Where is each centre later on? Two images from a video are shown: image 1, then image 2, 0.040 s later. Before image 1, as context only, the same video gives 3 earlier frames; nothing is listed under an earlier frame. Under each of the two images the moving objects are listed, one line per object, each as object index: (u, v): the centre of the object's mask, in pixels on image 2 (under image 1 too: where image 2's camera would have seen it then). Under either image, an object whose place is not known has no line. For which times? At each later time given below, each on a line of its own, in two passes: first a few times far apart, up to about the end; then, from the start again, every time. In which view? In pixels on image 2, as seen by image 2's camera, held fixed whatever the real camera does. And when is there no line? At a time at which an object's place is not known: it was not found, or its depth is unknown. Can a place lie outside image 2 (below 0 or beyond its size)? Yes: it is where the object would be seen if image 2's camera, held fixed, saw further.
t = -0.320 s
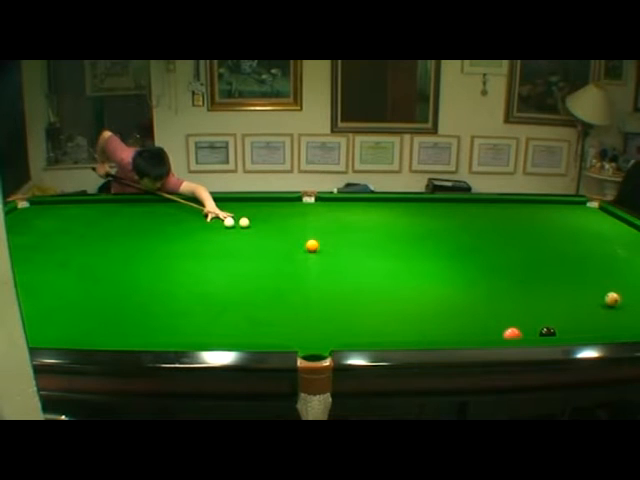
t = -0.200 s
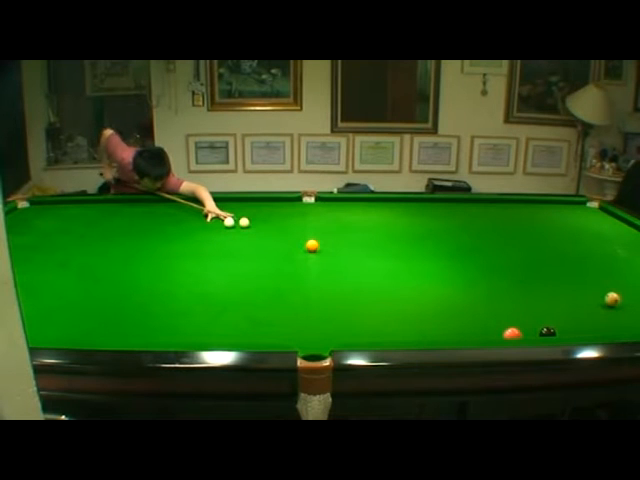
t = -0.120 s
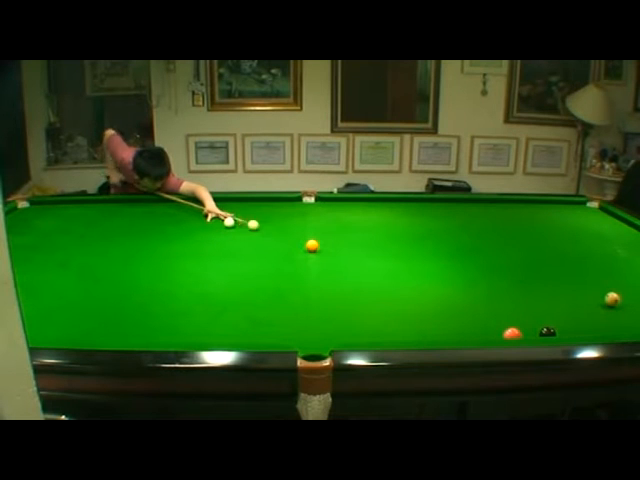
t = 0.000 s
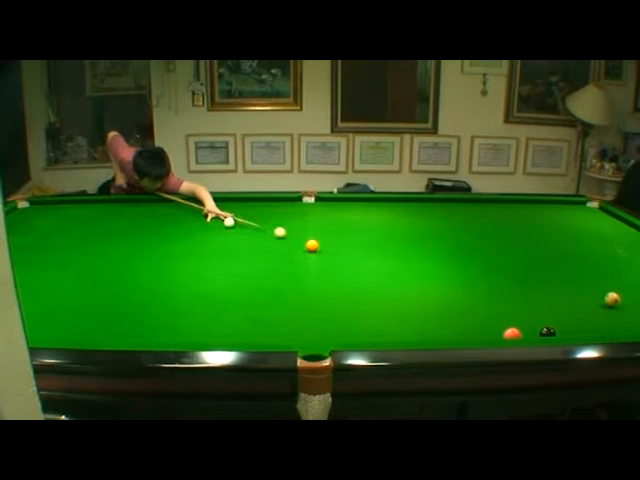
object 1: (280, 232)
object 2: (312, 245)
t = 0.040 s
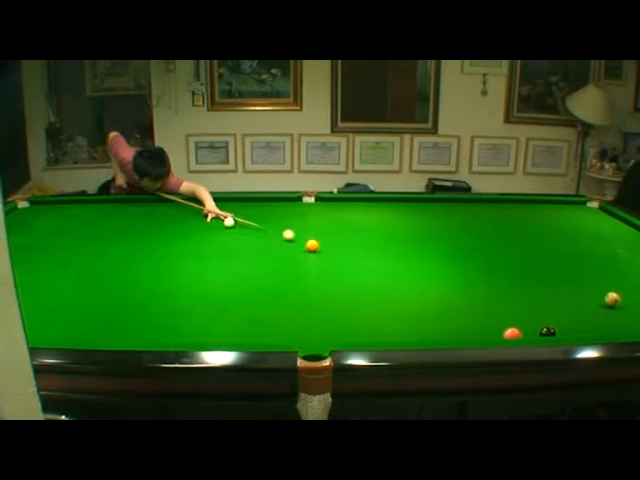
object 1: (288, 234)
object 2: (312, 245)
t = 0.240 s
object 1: (334, 243)
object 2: (312, 249)
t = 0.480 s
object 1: (389, 247)
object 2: (313, 259)
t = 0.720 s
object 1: (444, 251)
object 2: (314, 270)
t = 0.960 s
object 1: (499, 256)
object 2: (314, 281)
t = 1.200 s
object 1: (551, 259)
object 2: (314, 292)
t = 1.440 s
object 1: (600, 264)
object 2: (314, 304)
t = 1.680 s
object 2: (314, 315)
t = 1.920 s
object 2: (314, 327)
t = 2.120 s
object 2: (314, 336)
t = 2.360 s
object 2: (314, 350)
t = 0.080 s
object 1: (297, 237)
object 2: (312, 245)
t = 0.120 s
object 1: (305, 239)
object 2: (312, 245)
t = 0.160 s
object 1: (316, 239)
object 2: (312, 246)
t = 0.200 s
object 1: (324, 242)
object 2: (312, 248)
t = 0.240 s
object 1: (334, 243)
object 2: (312, 249)
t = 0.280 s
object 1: (343, 243)
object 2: (312, 251)
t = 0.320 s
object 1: (352, 244)
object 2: (312, 252)
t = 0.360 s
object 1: (361, 245)
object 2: (312, 254)
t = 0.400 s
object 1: (370, 246)
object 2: (312, 256)
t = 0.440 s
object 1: (380, 246)
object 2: (312, 257)
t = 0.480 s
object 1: (389, 247)
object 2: (313, 259)
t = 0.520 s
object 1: (398, 248)
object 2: (313, 261)
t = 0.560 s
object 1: (407, 248)
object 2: (313, 263)
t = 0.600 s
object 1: (416, 249)
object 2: (313, 264)
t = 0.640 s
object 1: (426, 250)
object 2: (313, 266)
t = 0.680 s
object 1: (435, 251)
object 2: (313, 268)
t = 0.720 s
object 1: (444, 251)
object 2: (314, 270)
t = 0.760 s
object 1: (453, 252)
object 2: (314, 271)
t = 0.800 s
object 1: (462, 252)
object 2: (314, 273)
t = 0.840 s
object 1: (471, 253)
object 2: (314, 275)
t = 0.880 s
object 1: (480, 254)
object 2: (314, 277)
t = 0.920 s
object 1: (489, 255)
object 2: (314, 279)
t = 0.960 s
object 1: (499, 256)
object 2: (314, 281)
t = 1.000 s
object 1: (507, 256)
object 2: (314, 283)
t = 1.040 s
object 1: (516, 257)
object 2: (314, 284)
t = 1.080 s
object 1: (525, 258)
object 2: (314, 286)
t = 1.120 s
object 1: (534, 258)
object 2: (314, 288)
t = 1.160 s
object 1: (542, 259)
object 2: (314, 290)
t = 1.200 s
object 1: (551, 259)
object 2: (314, 292)
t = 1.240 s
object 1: (560, 260)
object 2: (314, 294)
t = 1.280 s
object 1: (568, 261)
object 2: (314, 296)
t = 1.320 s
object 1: (576, 262)
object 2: (314, 298)
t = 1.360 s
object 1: (585, 262)
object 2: (314, 300)
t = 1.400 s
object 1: (592, 263)
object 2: (314, 302)
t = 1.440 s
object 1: (600, 264)
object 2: (314, 304)
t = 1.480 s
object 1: (607, 264)
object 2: (314, 305)
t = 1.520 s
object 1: (615, 265)
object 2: (314, 307)
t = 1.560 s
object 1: (623, 265)
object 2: (314, 309)
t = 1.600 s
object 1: (630, 266)
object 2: (314, 311)
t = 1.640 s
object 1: (635, 266)
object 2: (313, 313)
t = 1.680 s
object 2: (314, 315)
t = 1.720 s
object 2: (314, 317)
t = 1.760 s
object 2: (313, 319)
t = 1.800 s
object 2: (313, 321)
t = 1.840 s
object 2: (314, 323)
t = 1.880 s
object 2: (313, 325)
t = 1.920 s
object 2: (314, 327)
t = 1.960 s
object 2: (314, 329)
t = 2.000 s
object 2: (314, 331)
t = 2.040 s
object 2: (314, 333)
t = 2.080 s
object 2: (314, 334)
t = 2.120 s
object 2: (314, 336)
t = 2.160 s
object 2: (314, 338)
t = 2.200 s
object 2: (314, 340)
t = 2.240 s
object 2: (314, 342)
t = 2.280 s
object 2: (314, 344)
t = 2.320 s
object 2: (314, 346)
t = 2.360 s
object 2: (314, 350)
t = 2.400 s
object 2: (314, 355)
